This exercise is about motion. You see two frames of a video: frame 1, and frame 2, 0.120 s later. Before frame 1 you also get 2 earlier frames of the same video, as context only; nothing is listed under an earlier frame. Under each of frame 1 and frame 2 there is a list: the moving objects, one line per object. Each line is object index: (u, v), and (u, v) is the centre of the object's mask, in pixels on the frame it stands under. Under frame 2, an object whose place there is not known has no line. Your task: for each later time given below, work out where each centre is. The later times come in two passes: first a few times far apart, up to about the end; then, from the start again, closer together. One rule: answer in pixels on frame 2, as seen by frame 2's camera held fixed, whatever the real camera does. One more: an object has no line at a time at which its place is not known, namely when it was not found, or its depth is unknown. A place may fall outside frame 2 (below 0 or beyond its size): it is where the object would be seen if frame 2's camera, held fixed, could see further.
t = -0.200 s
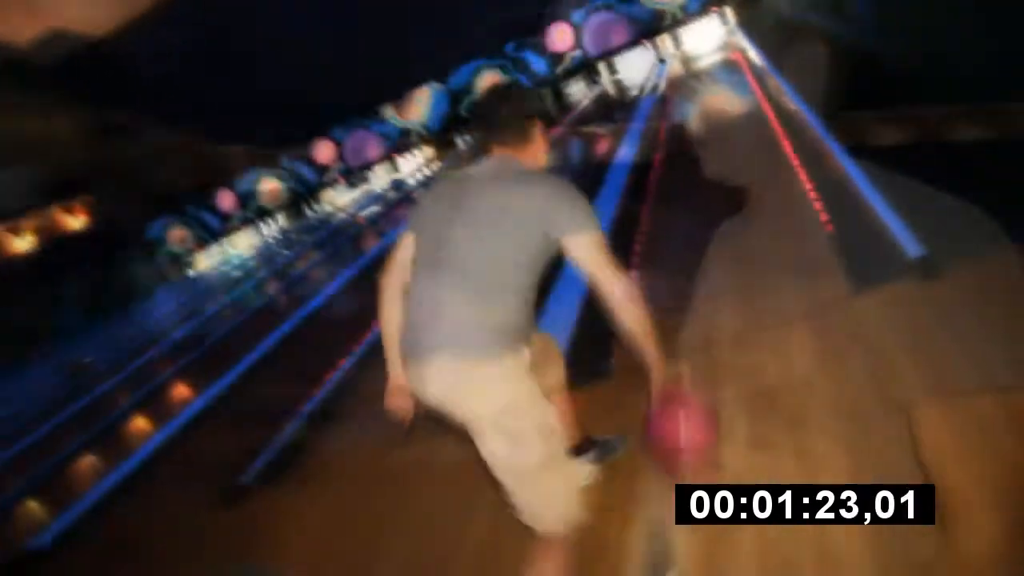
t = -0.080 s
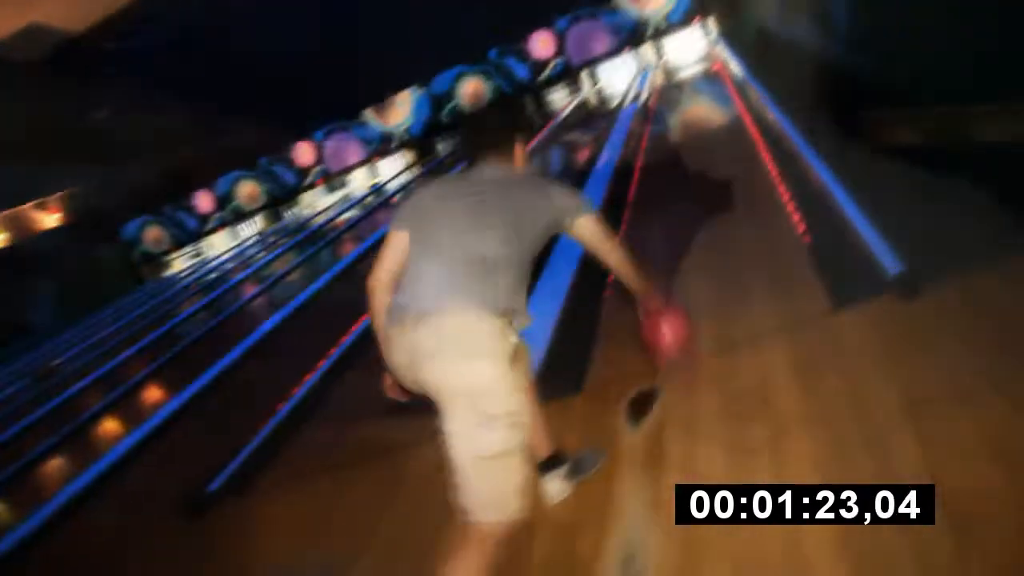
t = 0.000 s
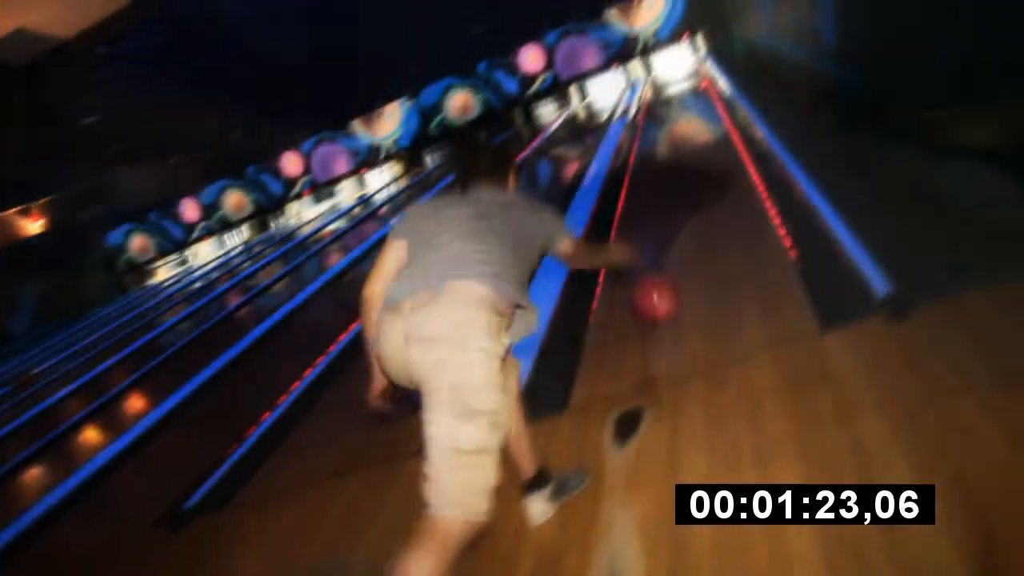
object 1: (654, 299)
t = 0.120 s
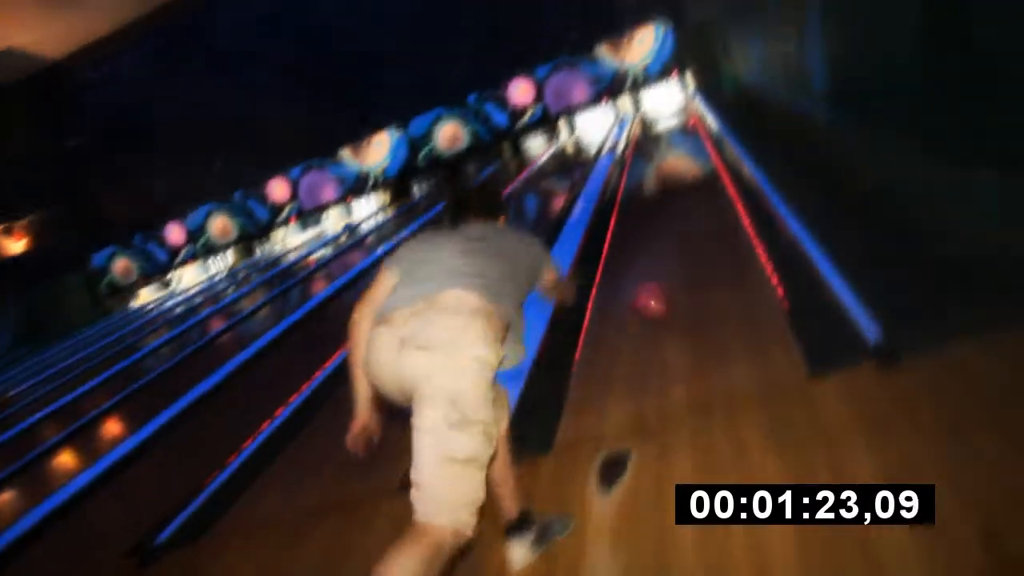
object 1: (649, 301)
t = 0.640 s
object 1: (658, 194)
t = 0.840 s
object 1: (658, 174)
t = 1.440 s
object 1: (651, 144)
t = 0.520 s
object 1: (657, 208)
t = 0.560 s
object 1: (657, 204)
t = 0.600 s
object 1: (657, 200)
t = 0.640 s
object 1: (658, 194)
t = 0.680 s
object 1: (656, 189)
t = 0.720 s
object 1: (657, 186)
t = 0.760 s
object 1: (658, 183)
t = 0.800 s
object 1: (659, 180)
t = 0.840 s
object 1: (658, 174)
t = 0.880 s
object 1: (658, 172)
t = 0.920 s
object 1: (657, 168)
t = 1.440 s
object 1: (651, 144)
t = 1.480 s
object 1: (651, 142)
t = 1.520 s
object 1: (651, 140)
